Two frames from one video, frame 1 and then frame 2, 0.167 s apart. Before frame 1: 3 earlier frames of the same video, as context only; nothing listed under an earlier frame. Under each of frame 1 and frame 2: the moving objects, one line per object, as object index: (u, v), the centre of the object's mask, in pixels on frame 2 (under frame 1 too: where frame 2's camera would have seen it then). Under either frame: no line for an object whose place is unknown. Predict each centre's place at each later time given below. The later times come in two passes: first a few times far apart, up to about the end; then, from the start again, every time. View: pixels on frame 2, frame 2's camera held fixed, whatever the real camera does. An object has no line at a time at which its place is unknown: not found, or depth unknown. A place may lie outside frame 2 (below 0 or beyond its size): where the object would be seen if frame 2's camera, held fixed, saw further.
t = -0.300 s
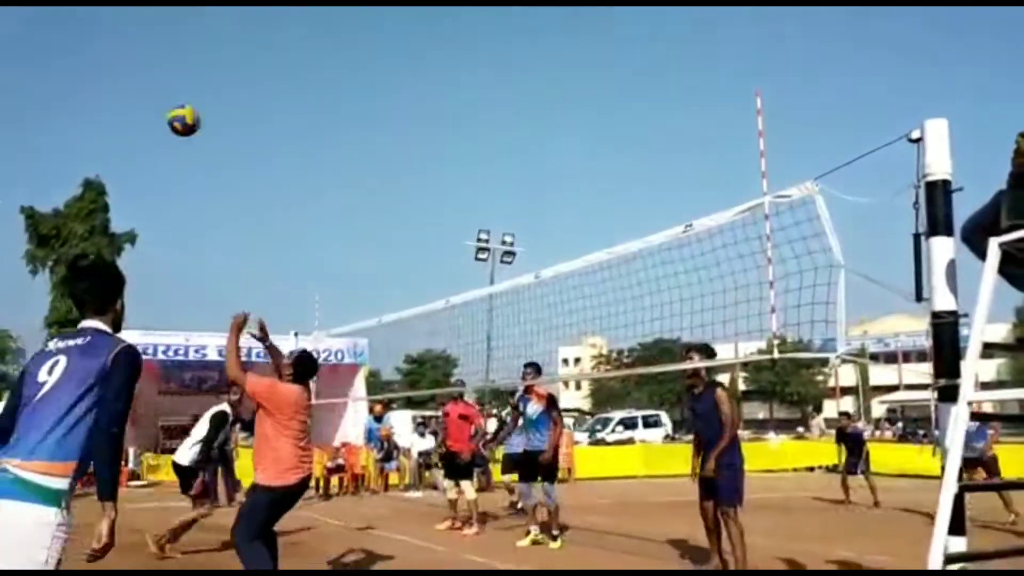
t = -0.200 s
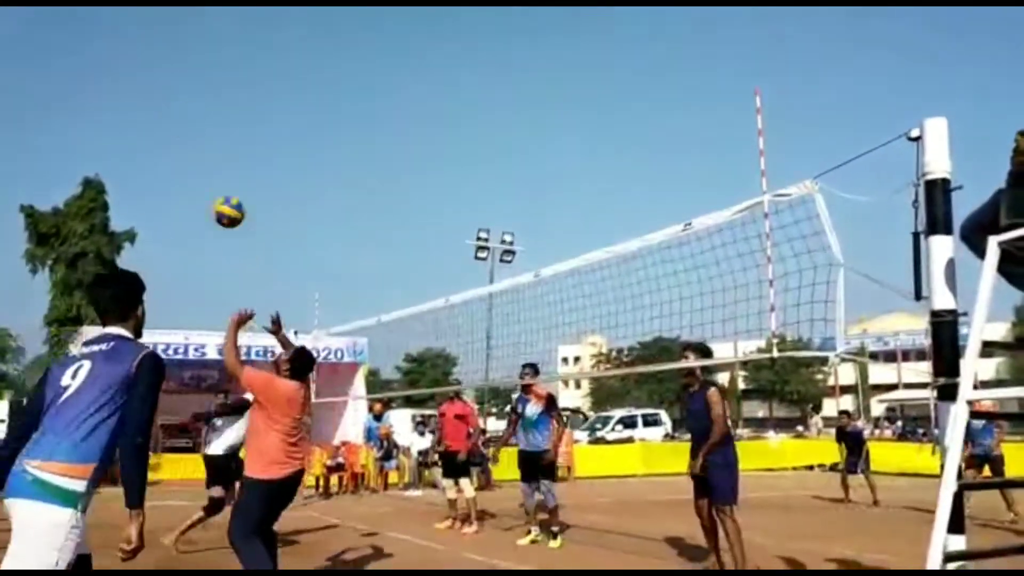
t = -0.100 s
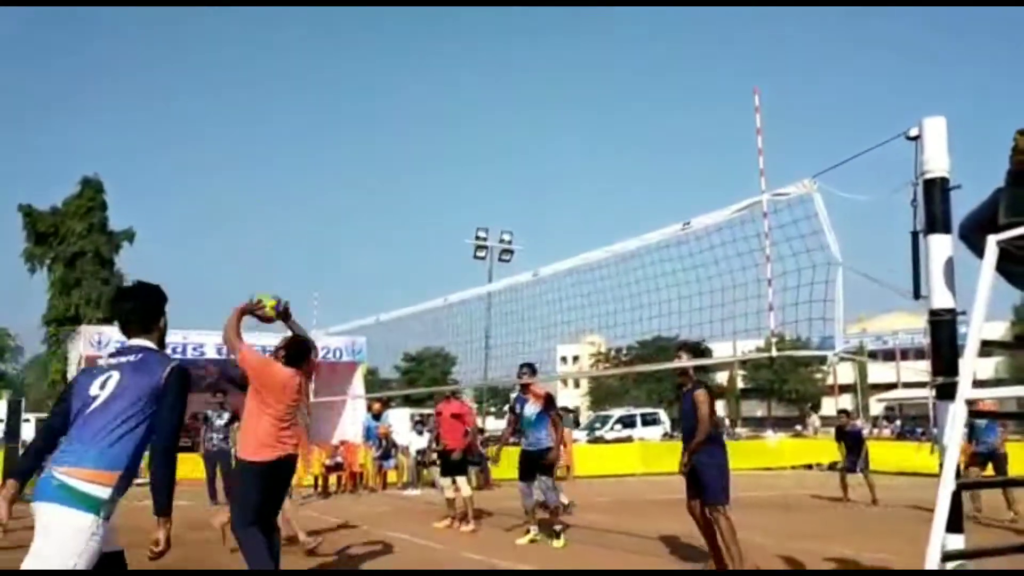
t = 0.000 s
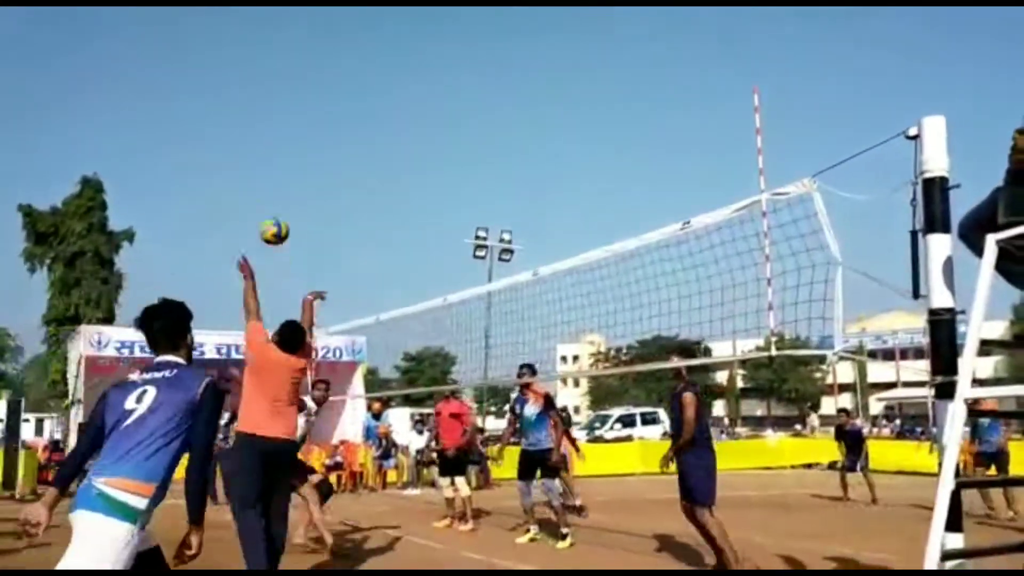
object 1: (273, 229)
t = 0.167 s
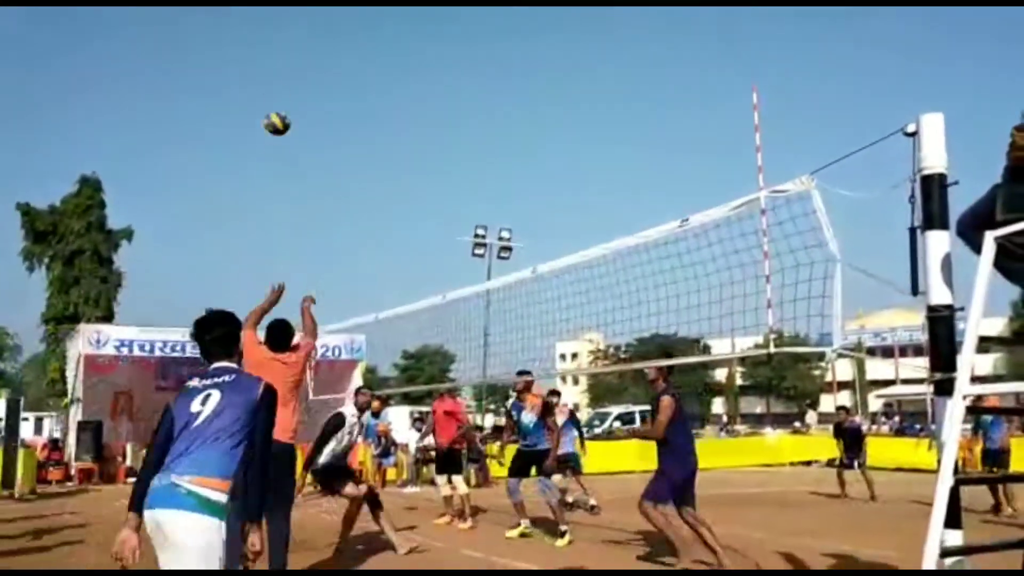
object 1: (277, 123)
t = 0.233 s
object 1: (279, 95)
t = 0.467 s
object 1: (285, 45)
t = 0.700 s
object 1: (288, 53)
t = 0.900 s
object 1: (290, 95)
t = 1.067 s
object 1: (291, 149)
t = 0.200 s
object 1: (279, 108)
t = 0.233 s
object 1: (279, 95)
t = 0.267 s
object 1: (280, 83)
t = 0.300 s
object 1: (281, 73)
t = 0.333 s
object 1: (282, 64)
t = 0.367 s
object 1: (283, 57)
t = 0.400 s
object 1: (283, 52)
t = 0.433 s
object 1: (285, 48)
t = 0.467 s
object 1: (285, 45)
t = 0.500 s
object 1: (285, 43)
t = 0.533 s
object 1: (286, 42)
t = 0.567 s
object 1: (286, 42)
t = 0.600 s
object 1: (287, 43)
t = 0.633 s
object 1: (288, 46)
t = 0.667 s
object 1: (287, 50)
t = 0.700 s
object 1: (288, 53)
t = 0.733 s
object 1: (289, 57)
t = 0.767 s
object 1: (289, 63)
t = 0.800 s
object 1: (289, 70)
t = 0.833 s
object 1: (289, 77)
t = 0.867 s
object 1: (289, 85)
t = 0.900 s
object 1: (290, 95)
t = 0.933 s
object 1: (291, 104)
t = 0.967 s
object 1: (291, 114)
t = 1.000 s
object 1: (291, 125)
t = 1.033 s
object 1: (291, 137)
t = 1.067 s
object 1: (291, 149)
